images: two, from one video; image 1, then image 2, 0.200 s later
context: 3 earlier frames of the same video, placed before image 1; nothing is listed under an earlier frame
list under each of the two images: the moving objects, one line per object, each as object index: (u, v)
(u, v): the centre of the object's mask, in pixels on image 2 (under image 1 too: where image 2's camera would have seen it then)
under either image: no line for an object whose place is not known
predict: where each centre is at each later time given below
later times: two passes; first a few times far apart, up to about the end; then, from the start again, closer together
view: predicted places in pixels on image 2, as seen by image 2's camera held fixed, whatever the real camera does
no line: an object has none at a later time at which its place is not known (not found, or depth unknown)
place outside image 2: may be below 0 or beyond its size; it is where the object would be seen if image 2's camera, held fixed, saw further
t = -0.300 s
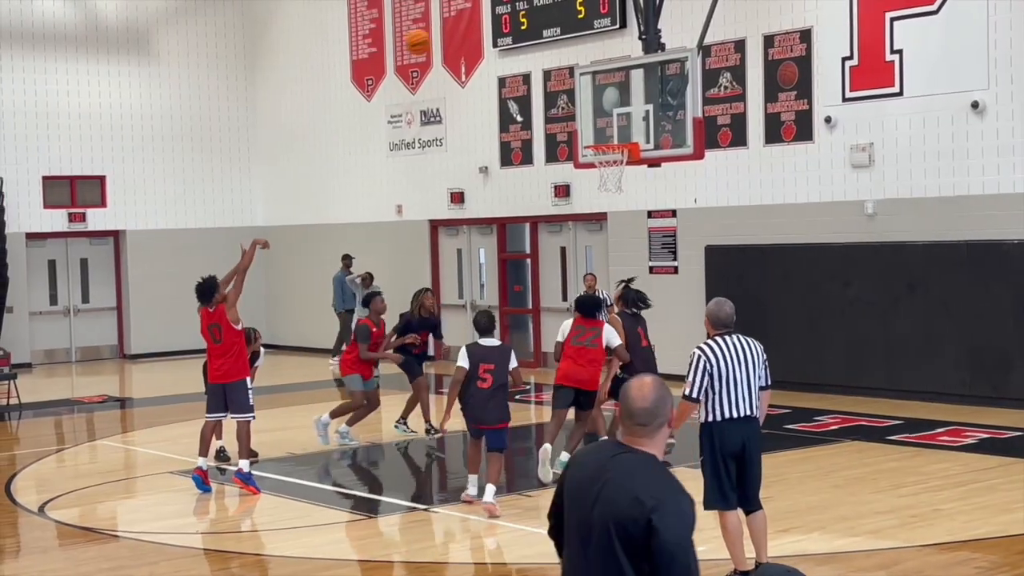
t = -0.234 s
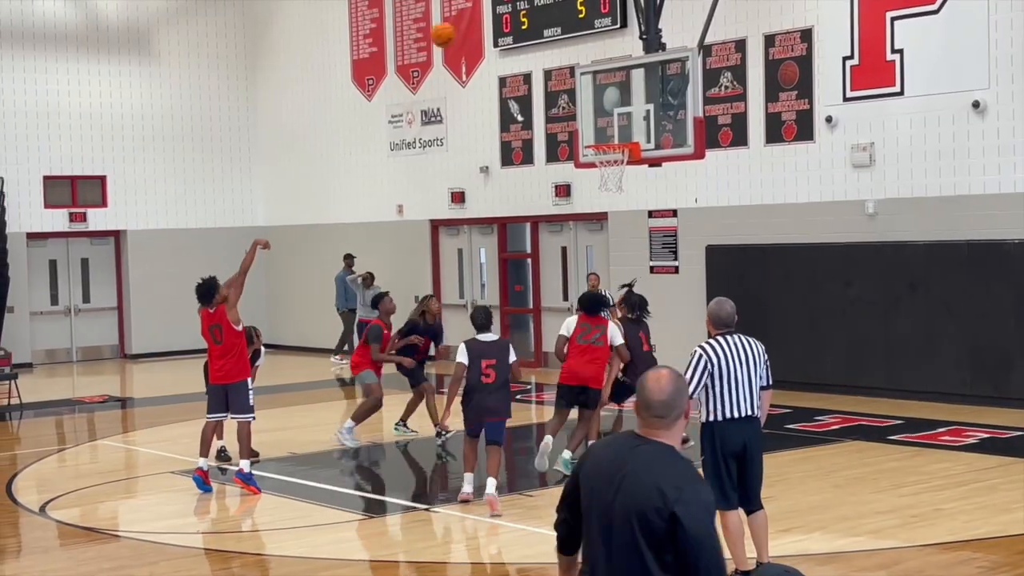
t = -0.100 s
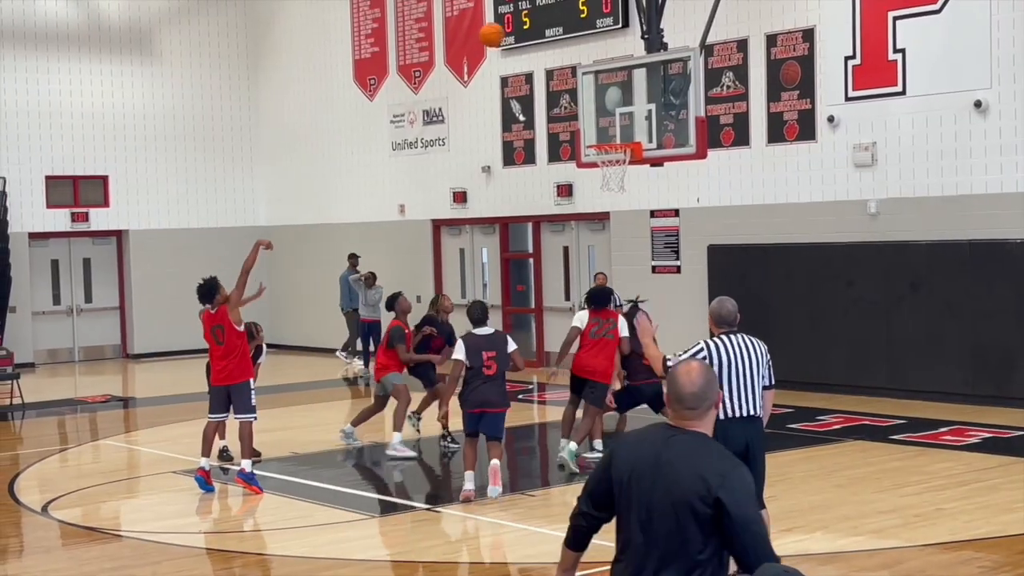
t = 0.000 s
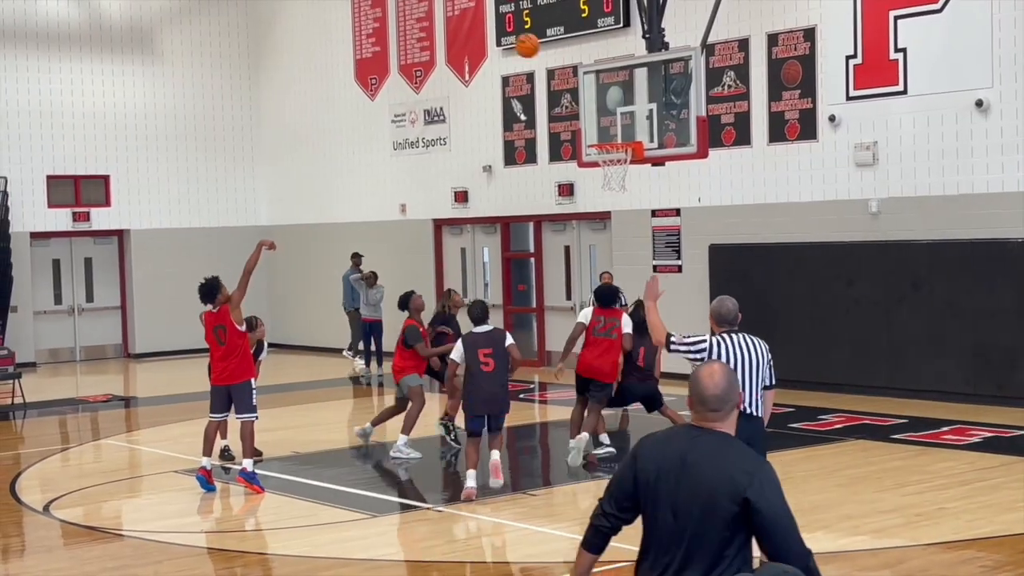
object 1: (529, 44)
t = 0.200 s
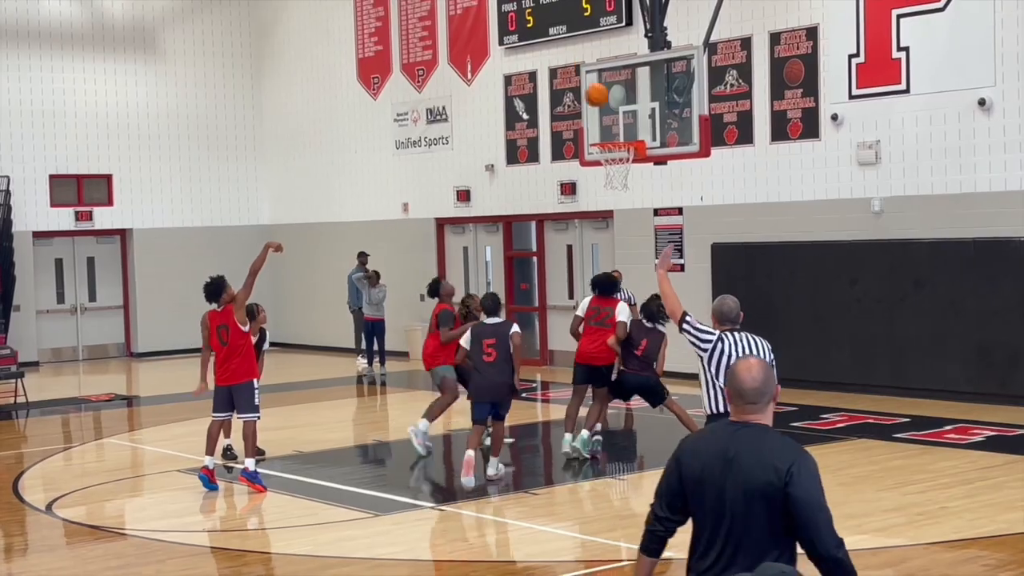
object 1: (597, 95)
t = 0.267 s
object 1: (617, 119)
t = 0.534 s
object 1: (639, 80)
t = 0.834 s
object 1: (607, 84)
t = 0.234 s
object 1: (607, 106)
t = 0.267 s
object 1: (617, 119)
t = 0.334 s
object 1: (632, 122)
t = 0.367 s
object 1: (636, 113)
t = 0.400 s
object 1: (641, 104)
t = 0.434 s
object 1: (645, 96)
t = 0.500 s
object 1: (643, 84)
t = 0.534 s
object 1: (639, 80)
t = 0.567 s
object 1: (635, 76)
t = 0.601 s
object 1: (632, 73)
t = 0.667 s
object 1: (625, 72)
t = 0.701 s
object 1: (621, 73)
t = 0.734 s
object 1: (619, 74)
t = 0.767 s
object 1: (615, 76)
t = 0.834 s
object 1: (607, 84)
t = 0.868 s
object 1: (604, 91)
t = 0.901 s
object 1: (600, 98)
